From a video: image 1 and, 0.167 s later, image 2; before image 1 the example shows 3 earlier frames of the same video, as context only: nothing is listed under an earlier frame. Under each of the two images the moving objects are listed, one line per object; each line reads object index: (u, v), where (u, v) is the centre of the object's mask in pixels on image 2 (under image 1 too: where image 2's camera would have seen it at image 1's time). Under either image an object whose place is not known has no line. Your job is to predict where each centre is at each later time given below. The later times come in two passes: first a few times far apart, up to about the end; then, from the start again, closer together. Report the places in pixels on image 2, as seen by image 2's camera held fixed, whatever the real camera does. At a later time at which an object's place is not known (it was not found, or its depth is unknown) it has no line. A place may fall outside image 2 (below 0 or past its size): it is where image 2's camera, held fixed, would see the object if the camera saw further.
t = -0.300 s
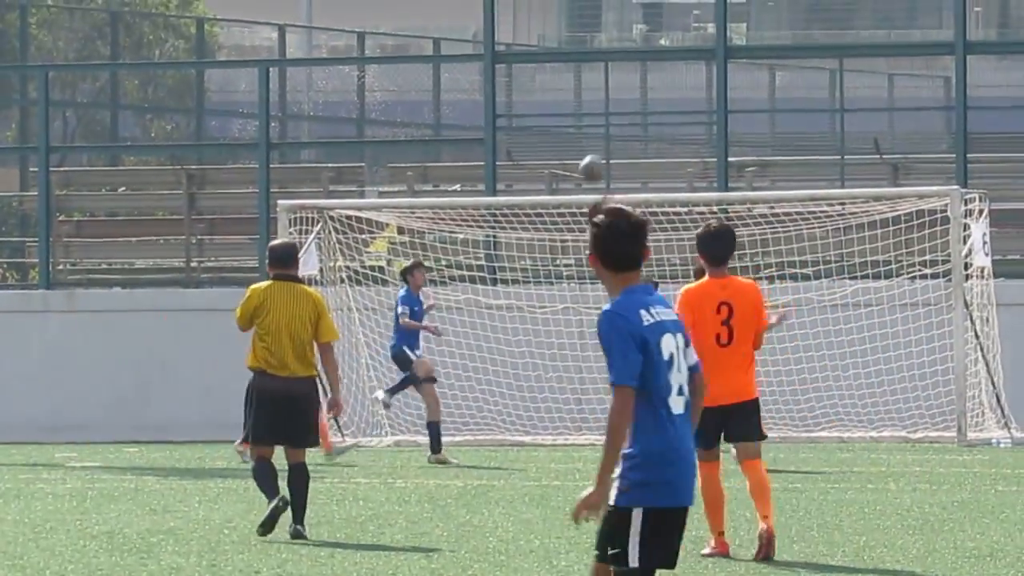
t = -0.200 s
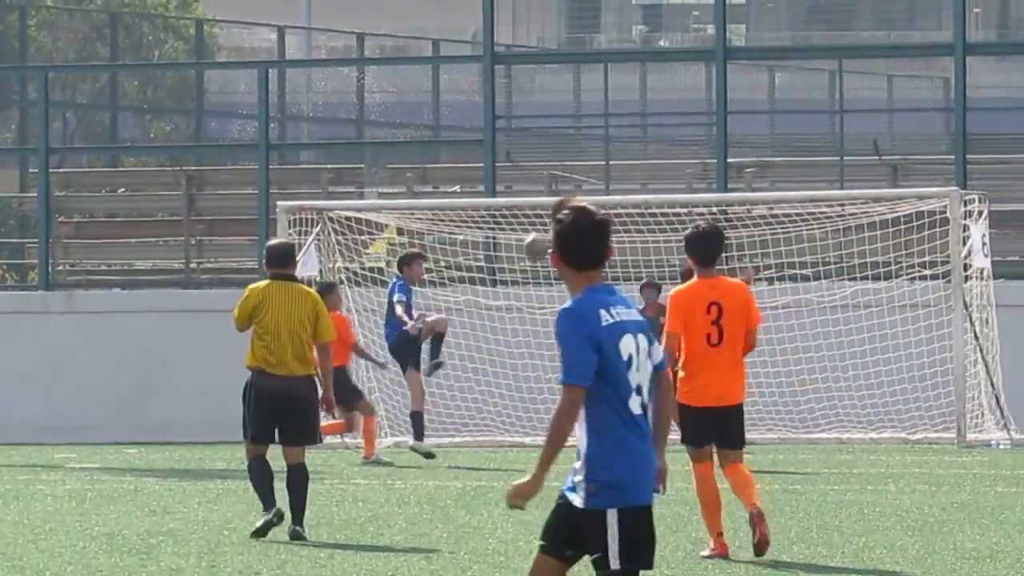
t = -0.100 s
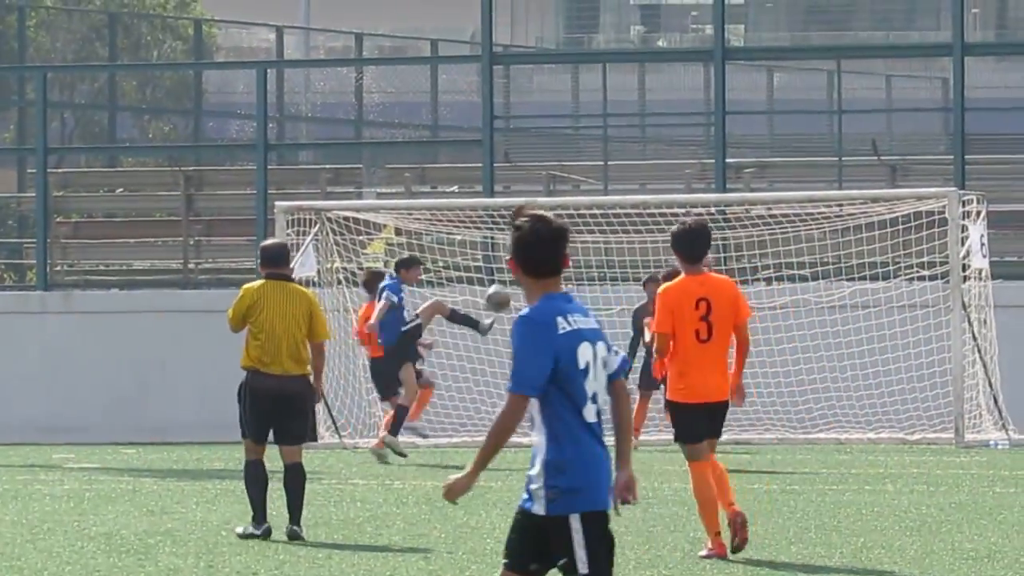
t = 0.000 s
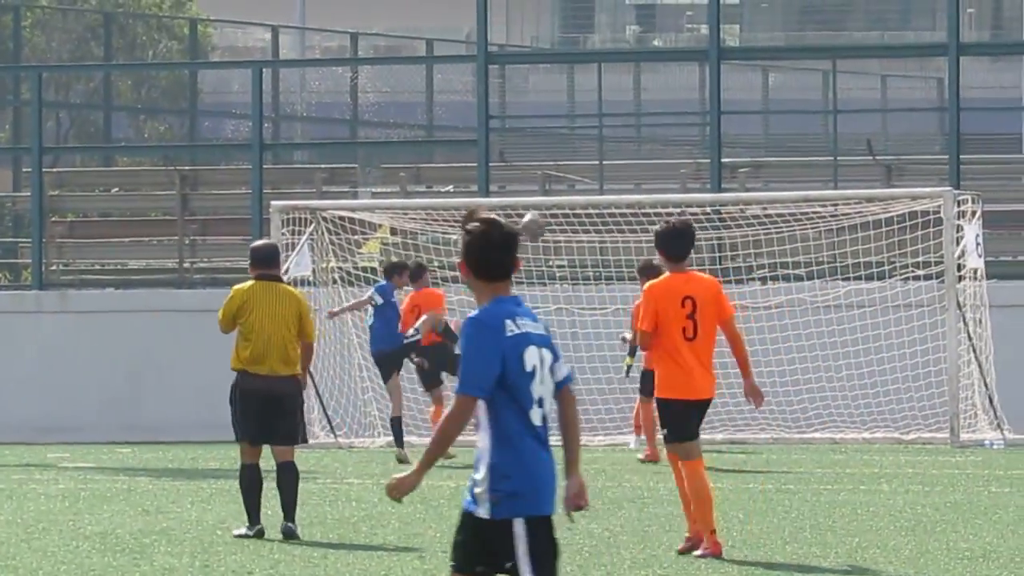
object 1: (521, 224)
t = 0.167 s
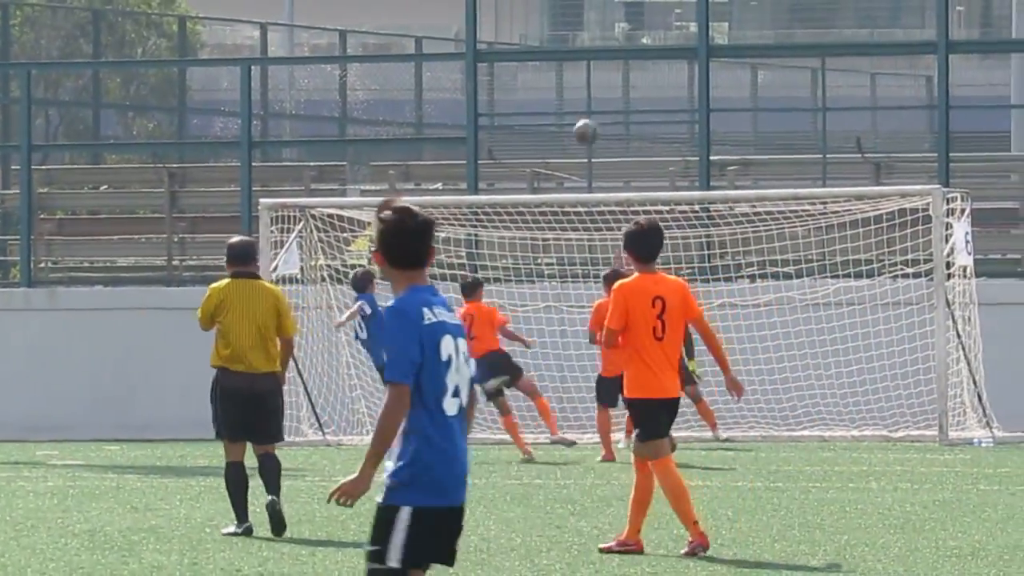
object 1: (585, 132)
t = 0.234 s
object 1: (611, 104)
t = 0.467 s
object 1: (698, 45)
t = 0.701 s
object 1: (784, 50)
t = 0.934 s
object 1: (867, 112)
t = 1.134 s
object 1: (940, 215)
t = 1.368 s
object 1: (1026, 389)
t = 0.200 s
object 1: (599, 117)
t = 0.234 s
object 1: (611, 104)
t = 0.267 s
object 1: (624, 93)
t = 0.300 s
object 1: (637, 82)
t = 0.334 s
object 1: (650, 72)
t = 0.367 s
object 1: (662, 64)
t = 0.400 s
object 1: (674, 56)
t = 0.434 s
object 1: (685, 51)
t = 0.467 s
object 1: (698, 45)
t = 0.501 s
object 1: (710, 43)
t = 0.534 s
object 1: (722, 39)
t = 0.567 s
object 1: (735, 39)
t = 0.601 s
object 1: (747, 39)
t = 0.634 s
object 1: (758, 42)
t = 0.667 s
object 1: (771, 45)
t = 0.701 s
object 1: (784, 50)
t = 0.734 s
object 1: (796, 55)
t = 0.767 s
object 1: (808, 61)
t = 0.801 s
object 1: (819, 69)
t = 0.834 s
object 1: (831, 79)
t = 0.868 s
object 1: (844, 89)
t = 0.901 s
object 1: (856, 99)
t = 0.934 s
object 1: (867, 112)
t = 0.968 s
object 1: (881, 127)
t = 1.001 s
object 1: (893, 141)
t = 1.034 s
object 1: (905, 157)
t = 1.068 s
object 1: (916, 175)
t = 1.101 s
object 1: (929, 194)
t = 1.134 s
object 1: (940, 215)
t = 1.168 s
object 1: (952, 234)
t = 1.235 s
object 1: (977, 280)
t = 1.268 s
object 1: (988, 307)
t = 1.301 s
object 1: (1001, 333)
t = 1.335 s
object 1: (1013, 360)
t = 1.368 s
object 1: (1026, 389)
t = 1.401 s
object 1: (1038, 418)
